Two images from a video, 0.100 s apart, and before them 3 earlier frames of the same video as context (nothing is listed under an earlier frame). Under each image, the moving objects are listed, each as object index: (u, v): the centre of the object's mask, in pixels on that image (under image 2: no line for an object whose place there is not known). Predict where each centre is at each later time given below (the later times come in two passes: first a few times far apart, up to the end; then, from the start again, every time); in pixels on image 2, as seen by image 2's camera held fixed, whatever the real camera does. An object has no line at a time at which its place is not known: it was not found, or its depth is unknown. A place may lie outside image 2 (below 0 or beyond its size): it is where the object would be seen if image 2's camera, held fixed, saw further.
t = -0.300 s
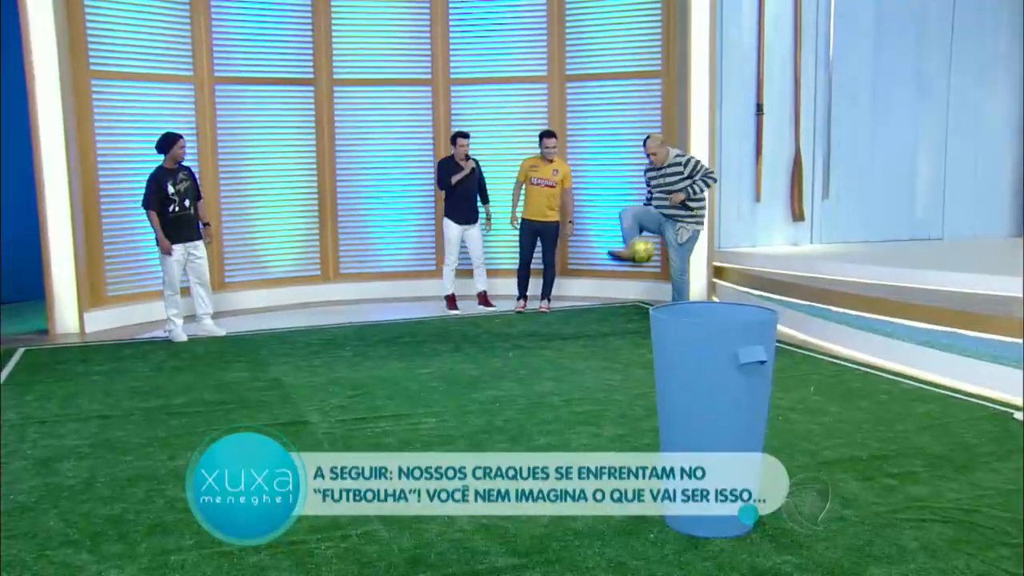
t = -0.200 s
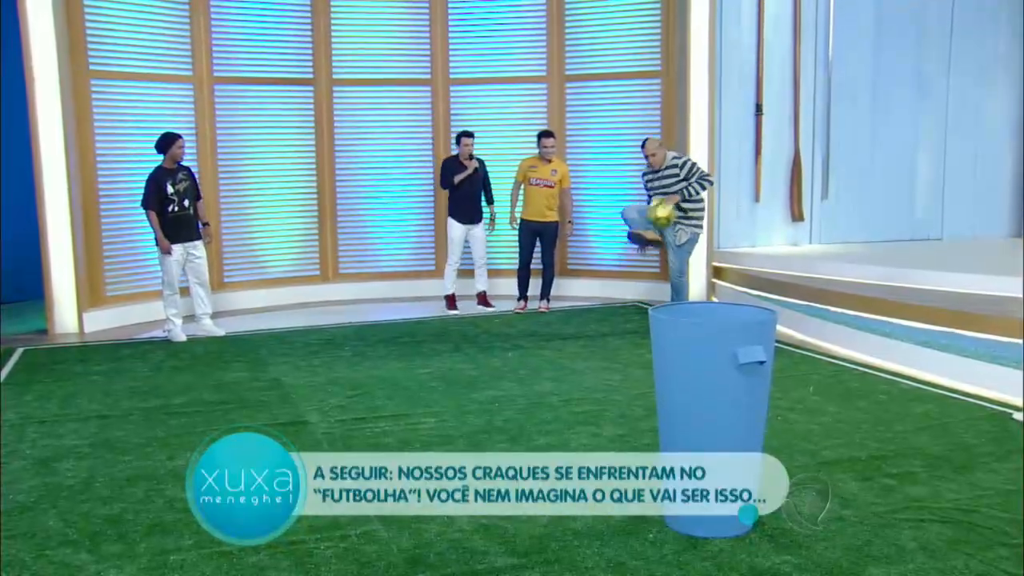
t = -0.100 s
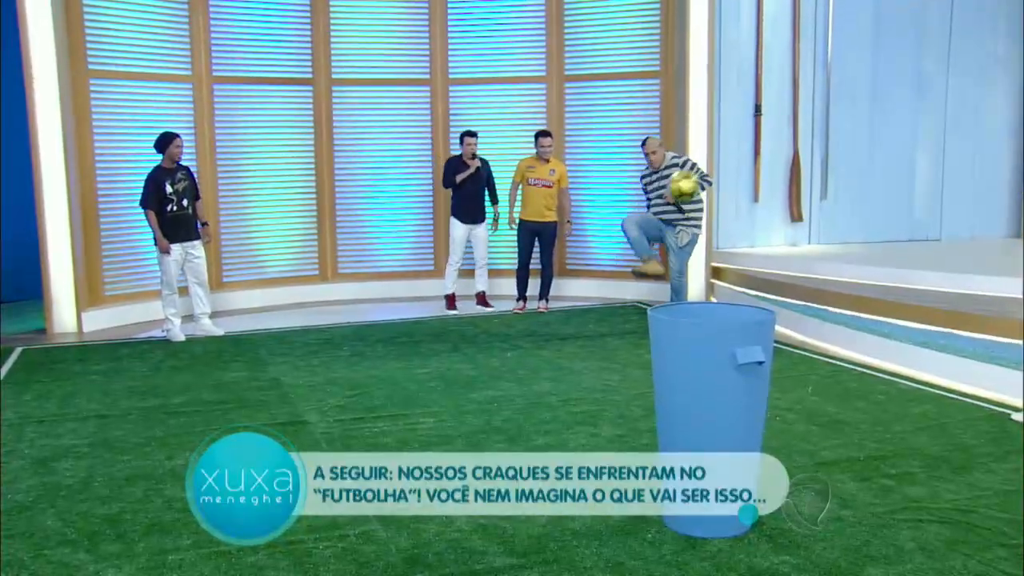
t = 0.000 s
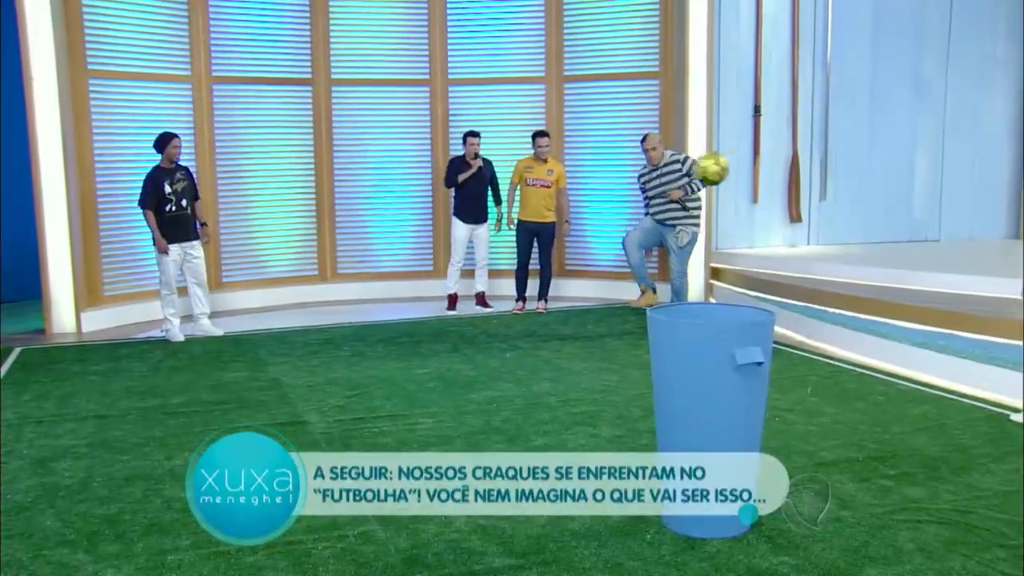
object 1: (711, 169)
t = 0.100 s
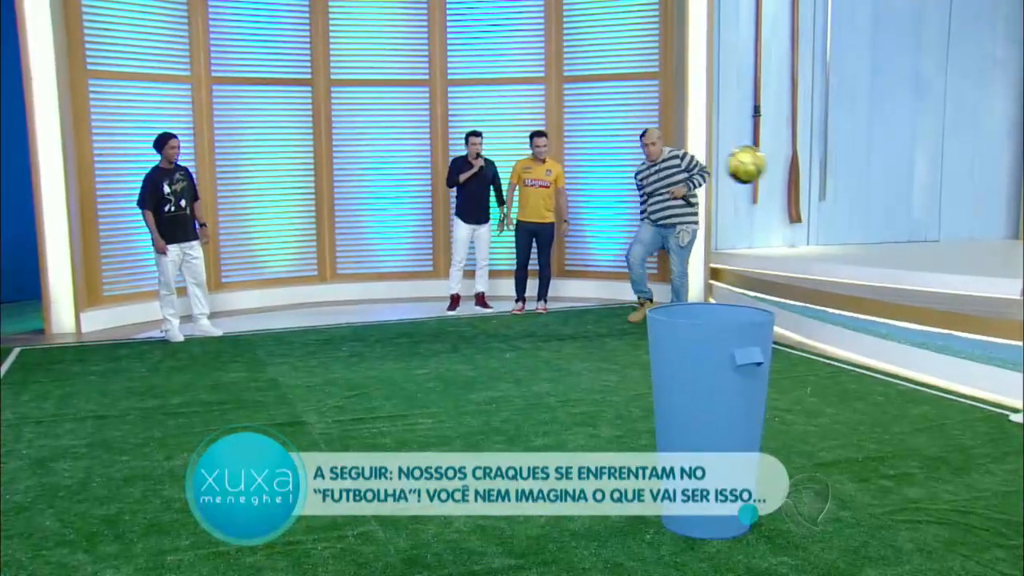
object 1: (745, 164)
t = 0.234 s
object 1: (805, 189)
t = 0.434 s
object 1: (930, 329)
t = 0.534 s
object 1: (1006, 473)
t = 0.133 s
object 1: (759, 167)
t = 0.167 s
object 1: (773, 171)
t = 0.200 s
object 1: (789, 180)
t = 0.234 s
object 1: (805, 189)
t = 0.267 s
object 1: (822, 203)
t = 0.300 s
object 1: (840, 219)
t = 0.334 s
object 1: (860, 241)
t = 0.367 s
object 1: (881, 265)
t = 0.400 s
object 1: (907, 296)
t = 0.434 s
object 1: (930, 329)
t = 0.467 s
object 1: (957, 369)
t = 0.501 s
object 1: (990, 426)
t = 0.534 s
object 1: (1006, 473)
